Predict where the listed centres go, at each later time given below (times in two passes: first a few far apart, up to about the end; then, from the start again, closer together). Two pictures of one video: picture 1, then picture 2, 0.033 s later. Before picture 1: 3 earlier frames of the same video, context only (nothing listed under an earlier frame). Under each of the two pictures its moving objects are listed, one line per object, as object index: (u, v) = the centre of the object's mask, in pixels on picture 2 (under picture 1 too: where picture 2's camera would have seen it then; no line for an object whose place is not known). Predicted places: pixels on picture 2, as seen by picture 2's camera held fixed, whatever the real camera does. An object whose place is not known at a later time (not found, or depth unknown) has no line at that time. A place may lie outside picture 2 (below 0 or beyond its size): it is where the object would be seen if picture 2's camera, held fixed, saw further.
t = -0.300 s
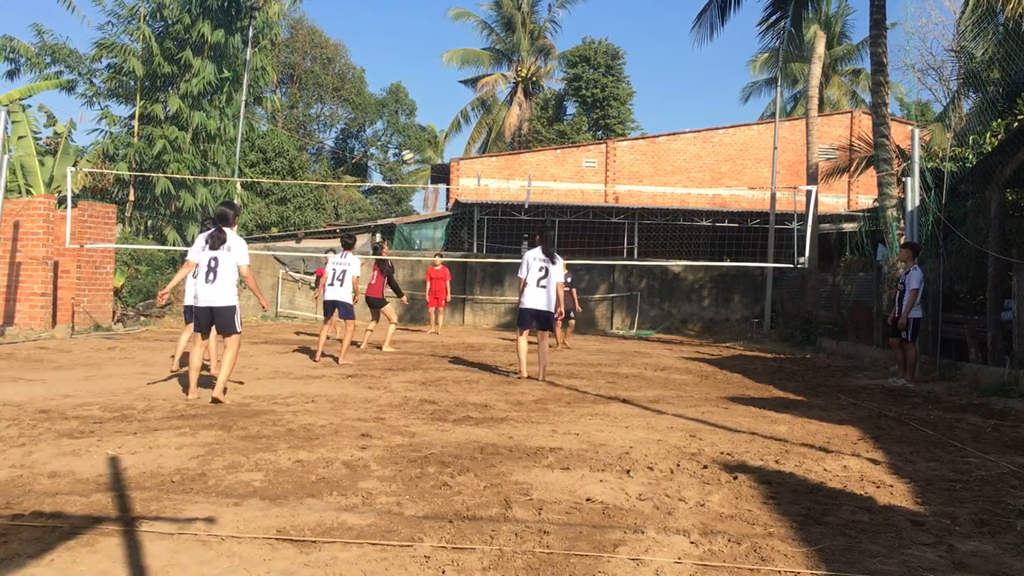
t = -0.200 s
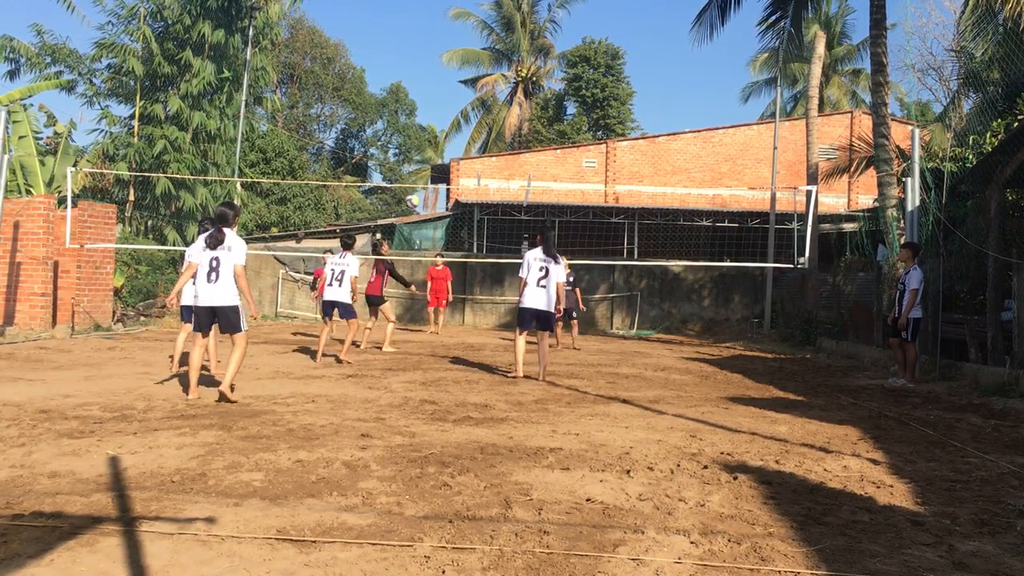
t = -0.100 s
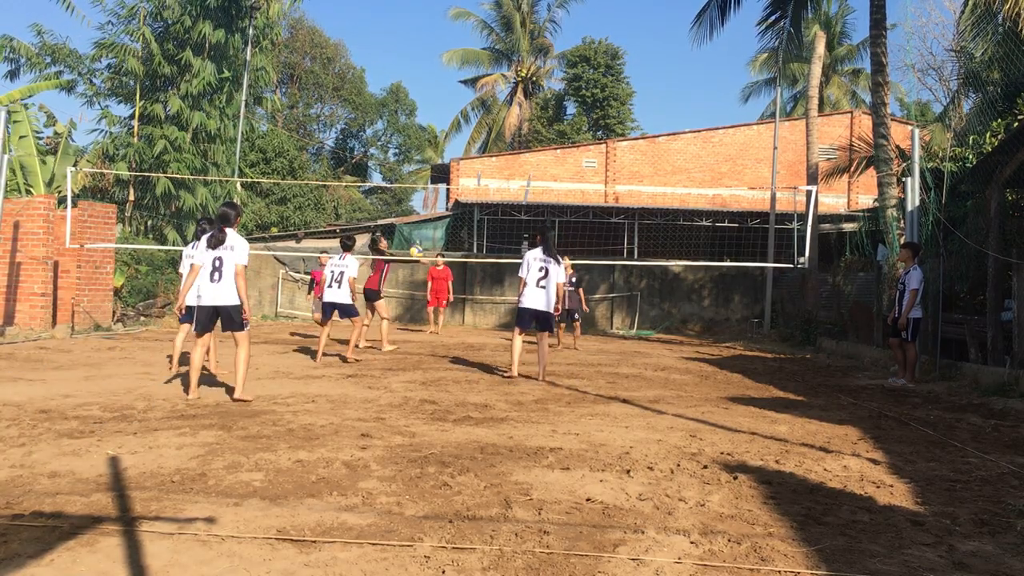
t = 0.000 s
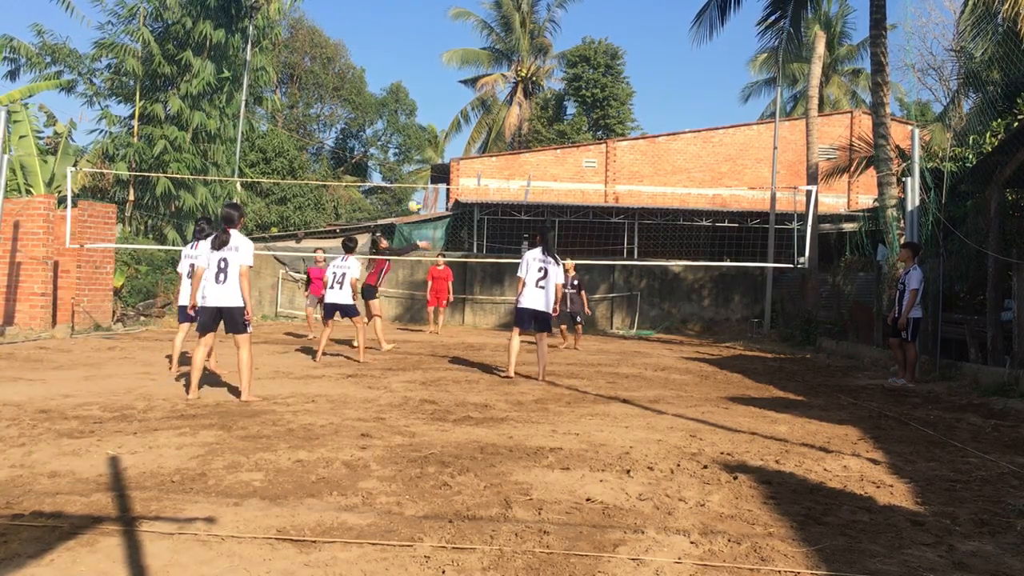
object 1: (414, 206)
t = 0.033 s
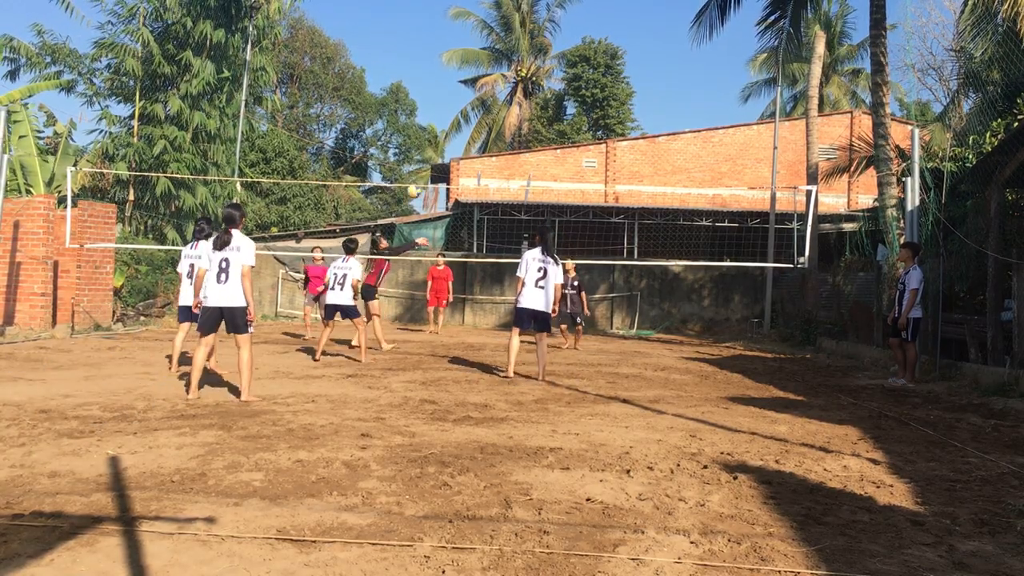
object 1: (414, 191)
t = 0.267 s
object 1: (408, 110)
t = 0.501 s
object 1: (400, 65)
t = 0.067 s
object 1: (413, 177)
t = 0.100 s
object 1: (412, 164)
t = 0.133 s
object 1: (411, 152)
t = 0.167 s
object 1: (410, 140)
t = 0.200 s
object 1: (410, 129)
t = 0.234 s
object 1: (409, 119)
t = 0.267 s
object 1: (408, 110)
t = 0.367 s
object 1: (405, 86)
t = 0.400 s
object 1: (403, 80)
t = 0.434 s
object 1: (402, 74)
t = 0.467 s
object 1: (401, 70)
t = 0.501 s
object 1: (400, 65)
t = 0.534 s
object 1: (398, 62)
